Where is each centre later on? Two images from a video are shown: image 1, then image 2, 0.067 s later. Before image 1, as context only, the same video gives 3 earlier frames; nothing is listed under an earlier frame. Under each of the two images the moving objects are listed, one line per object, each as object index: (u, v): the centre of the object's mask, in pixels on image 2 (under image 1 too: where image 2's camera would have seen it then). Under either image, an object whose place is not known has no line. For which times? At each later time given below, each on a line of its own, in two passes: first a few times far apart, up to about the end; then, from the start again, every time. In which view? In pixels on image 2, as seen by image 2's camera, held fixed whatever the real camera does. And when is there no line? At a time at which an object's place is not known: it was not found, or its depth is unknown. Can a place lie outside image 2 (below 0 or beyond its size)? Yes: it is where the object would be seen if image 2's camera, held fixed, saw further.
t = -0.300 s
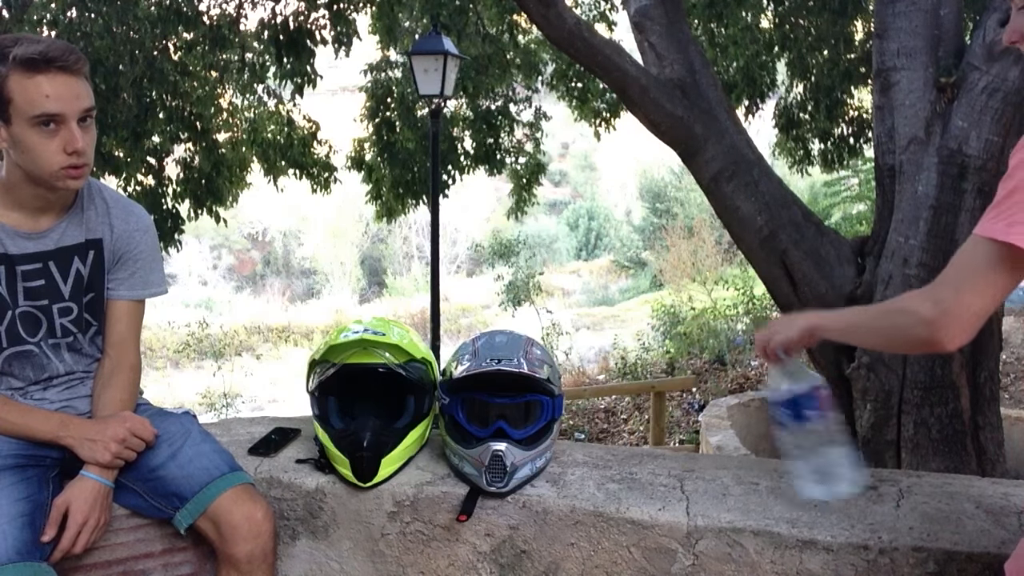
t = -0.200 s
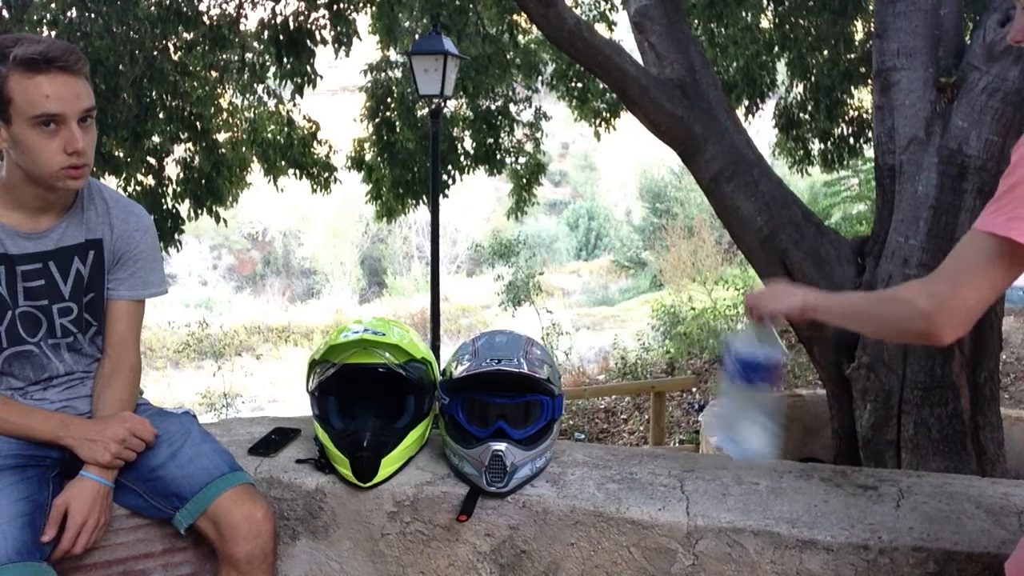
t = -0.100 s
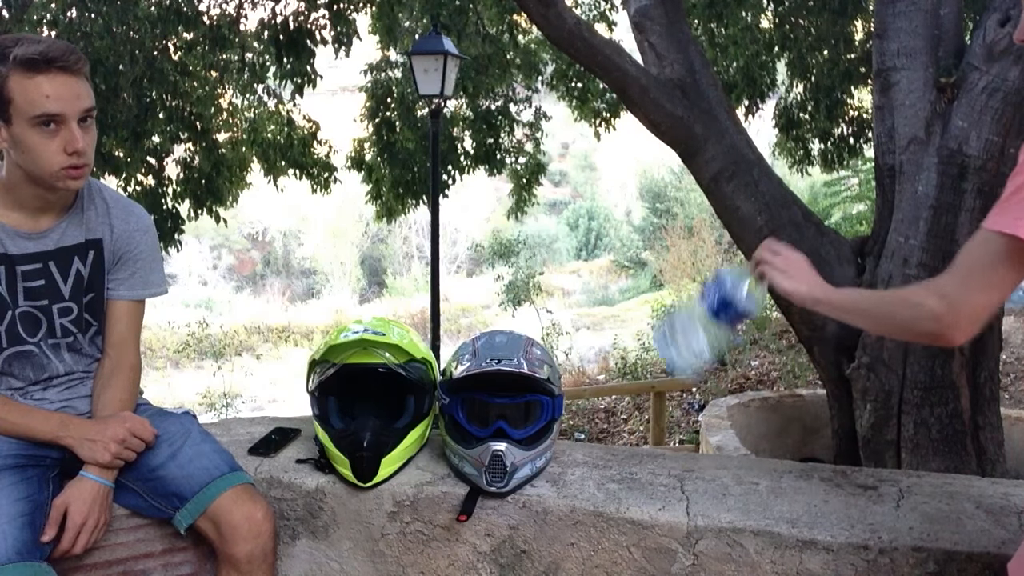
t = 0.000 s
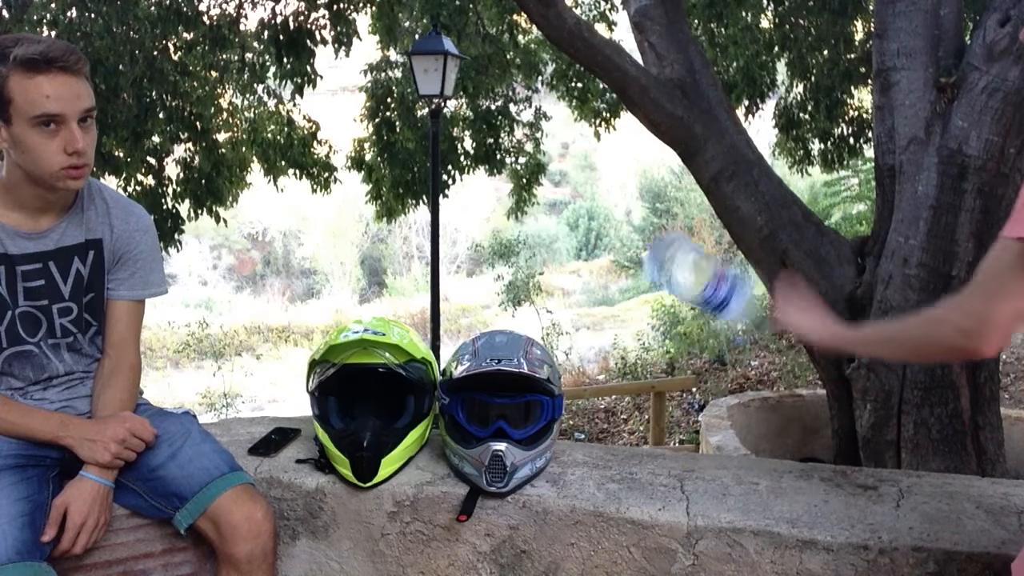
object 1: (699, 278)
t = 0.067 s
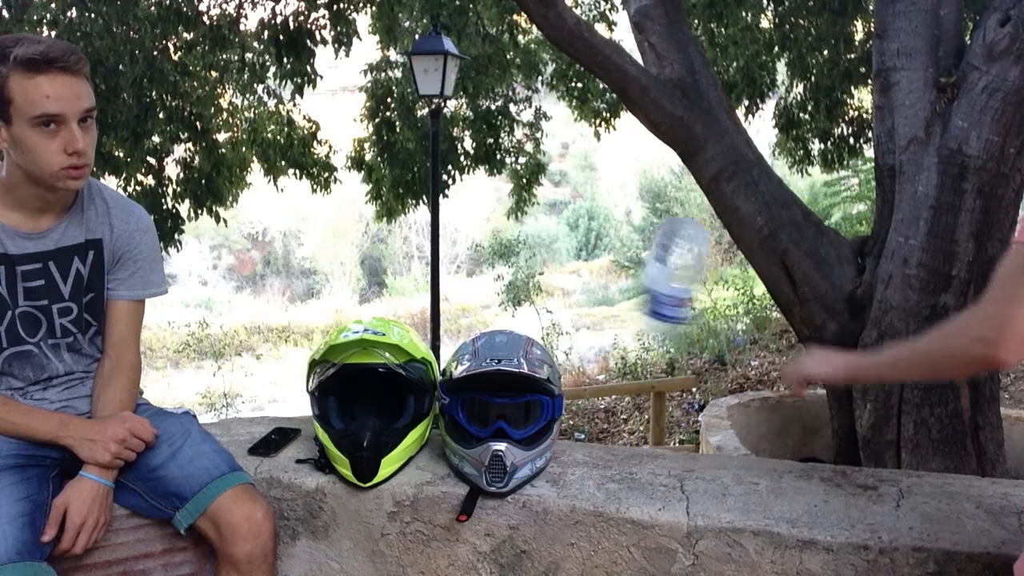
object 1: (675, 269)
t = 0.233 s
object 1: (665, 297)
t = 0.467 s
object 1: (670, 415)
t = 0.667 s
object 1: (688, 418)
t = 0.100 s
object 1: (666, 263)
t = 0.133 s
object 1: (661, 261)
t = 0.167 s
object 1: (656, 261)
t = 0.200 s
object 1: (660, 274)
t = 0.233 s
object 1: (665, 297)
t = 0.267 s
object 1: (666, 323)
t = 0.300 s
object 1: (669, 361)
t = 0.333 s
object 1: (667, 397)
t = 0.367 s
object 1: (666, 419)
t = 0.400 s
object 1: (666, 416)
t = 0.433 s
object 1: (667, 415)
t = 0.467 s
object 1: (670, 415)
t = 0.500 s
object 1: (674, 414)
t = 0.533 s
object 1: (679, 415)
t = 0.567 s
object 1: (684, 415)
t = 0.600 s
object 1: (689, 416)
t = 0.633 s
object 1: (691, 417)
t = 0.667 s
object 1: (688, 418)
